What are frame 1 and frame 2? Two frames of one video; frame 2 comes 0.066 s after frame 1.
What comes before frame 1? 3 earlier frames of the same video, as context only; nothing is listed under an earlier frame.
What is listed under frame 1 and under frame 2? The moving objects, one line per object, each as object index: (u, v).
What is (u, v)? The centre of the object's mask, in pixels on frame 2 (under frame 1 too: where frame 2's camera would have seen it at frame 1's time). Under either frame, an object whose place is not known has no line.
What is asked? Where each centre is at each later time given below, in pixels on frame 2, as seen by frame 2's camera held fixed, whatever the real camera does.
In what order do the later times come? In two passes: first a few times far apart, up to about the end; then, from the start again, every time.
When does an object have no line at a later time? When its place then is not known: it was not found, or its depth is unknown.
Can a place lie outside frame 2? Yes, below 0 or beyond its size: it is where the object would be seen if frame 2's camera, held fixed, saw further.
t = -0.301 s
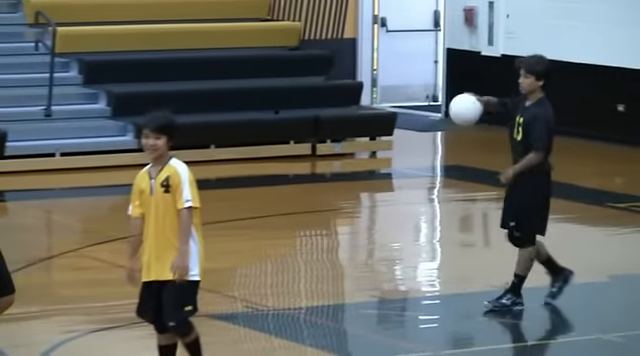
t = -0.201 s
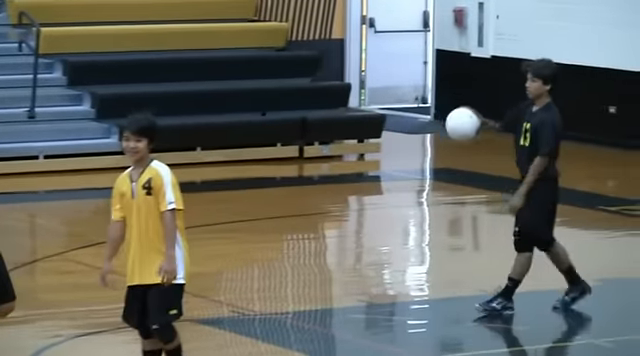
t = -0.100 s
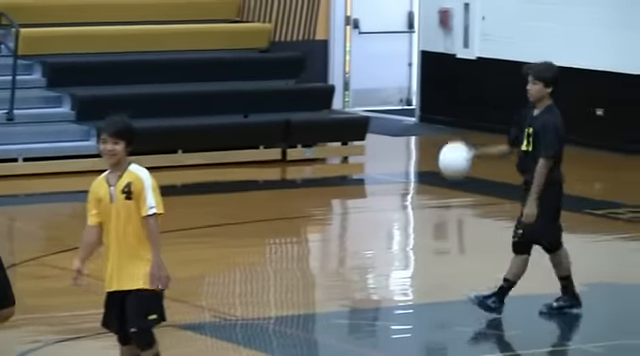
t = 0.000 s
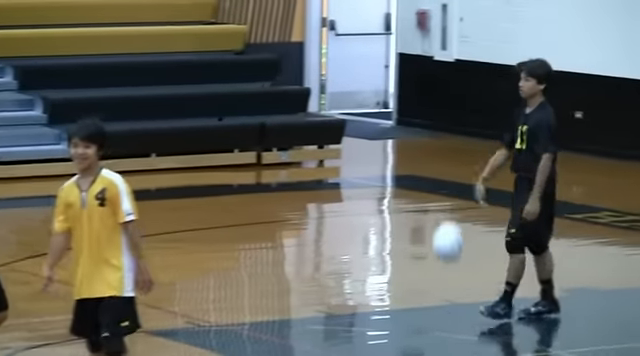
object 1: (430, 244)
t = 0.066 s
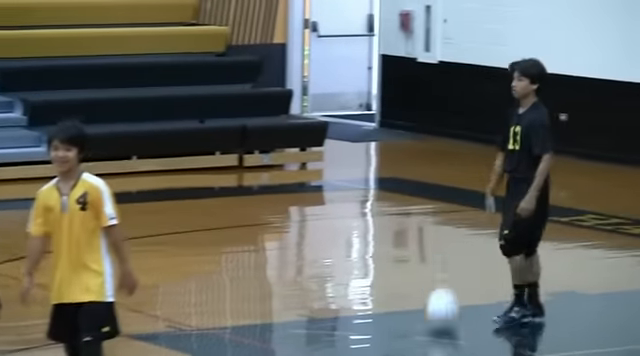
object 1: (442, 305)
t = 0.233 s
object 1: (463, 205)
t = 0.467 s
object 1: (489, 120)
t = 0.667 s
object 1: (510, 110)
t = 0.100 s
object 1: (446, 290)
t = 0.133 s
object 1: (450, 268)
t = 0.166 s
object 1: (455, 246)
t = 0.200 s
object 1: (459, 225)
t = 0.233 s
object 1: (463, 205)
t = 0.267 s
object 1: (467, 189)
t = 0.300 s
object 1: (471, 173)
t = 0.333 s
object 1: (474, 159)
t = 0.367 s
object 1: (478, 147)
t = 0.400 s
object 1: (482, 136)
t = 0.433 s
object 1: (485, 126)
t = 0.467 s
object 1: (489, 120)
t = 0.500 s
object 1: (492, 114)
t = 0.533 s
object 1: (496, 110)
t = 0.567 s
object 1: (499, 107)
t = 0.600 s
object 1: (503, 107)
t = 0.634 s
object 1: (506, 107)
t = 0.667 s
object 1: (510, 110)
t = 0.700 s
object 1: (513, 114)
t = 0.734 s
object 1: (516, 120)
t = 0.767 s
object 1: (519, 128)
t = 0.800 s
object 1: (522, 136)
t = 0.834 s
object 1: (525, 147)
